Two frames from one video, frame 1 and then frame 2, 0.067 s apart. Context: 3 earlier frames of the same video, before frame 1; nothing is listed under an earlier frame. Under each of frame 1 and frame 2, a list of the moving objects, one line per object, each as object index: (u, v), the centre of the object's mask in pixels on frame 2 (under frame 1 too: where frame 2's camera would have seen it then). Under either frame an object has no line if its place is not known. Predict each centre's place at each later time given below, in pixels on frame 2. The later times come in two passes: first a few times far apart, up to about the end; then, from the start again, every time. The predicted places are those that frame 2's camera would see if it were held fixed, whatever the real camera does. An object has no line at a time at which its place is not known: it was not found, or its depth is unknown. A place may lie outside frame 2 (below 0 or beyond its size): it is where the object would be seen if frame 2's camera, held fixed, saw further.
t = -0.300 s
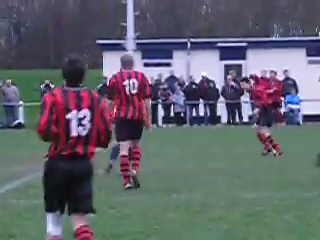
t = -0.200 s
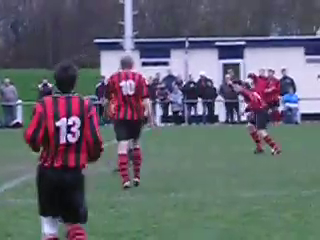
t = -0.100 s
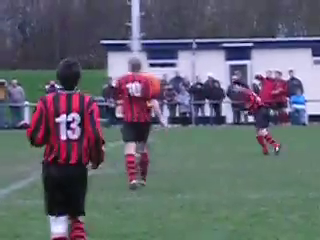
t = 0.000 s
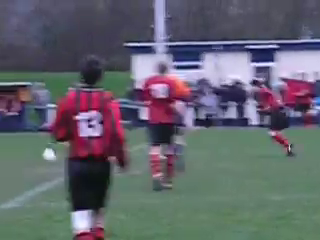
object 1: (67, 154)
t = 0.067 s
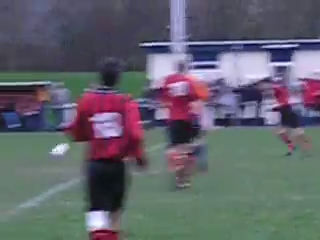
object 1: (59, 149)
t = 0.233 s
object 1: (41, 132)
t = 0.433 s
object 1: (24, 133)
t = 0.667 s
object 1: (7, 145)
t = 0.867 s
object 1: (-7, 137)
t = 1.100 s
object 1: (-20, 144)
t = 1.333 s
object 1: (-30, 134)
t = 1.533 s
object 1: (-37, 144)
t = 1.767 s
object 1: (-43, 139)
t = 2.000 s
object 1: (-49, 141)
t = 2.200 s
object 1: (-54, 140)
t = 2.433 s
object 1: (-58, 138)
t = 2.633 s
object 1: (-61, 140)
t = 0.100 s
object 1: (55, 145)
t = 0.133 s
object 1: (52, 140)
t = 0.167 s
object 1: (49, 137)
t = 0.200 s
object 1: (44, 134)
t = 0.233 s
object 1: (41, 132)
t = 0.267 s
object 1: (38, 131)
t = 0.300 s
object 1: (35, 130)
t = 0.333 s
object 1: (32, 130)
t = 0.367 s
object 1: (29, 130)
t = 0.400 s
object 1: (27, 131)
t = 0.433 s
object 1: (24, 133)
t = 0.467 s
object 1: (21, 135)
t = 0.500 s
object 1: (18, 138)
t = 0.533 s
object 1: (17, 142)
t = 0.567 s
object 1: (14, 146)
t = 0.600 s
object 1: (12, 150)
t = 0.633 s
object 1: (10, 149)
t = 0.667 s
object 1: (7, 145)
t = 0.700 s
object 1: (4, 142)
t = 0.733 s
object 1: (2, 140)
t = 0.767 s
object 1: (0, 138)
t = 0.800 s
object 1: (-3, 137)
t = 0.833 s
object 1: (-5, 137)
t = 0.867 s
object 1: (-7, 137)
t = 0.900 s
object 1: (-9, 137)
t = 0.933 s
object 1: (-11, 139)
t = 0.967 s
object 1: (-12, 141)
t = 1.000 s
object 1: (-14, 143)
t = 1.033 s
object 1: (-16, 146)
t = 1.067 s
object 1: (-18, 147)
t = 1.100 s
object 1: (-20, 144)
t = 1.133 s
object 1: (-22, 141)
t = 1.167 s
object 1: (-23, 139)
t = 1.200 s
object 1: (-25, 136)
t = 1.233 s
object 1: (-26, 135)
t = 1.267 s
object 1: (-27, 134)
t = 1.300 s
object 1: (-29, 134)
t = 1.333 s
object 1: (-30, 134)
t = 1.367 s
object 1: (-31, 135)
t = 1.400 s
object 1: (-33, 136)
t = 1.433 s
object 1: (-34, 138)
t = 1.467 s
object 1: (-35, 141)
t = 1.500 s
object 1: (-36, 143)
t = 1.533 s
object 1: (-37, 144)
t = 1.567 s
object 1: (-38, 142)
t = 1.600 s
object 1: (-39, 140)
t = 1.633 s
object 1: (-40, 139)
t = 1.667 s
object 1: (-41, 139)
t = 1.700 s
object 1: (-42, 138)
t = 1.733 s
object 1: (-43, 139)
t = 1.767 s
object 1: (-43, 139)
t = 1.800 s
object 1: (-44, 140)
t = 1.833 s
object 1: (-45, 142)
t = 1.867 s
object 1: (-46, 142)
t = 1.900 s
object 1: (-47, 142)
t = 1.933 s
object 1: (-48, 141)
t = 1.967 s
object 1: (-49, 141)
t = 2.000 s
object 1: (-49, 141)
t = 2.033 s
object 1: (-50, 141)
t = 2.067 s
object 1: (-51, 142)
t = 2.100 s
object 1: (-52, 140)
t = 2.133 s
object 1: (-53, 140)
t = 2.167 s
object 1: (-53, 140)
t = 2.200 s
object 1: (-54, 140)
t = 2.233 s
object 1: (-55, 140)
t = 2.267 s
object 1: (-56, 141)
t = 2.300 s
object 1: (-56, 140)
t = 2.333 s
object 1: (-56, 139)
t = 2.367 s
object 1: (-57, 138)
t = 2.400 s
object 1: (-58, 138)
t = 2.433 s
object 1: (-58, 138)
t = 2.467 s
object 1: (-59, 139)
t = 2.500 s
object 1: (-59, 140)
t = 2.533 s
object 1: (-60, 140)
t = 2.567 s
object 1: (-60, 139)
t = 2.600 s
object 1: (-60, 140)
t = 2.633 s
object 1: (-61, 140)
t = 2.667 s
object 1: (-61, 139)
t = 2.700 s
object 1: (-61, 138)
